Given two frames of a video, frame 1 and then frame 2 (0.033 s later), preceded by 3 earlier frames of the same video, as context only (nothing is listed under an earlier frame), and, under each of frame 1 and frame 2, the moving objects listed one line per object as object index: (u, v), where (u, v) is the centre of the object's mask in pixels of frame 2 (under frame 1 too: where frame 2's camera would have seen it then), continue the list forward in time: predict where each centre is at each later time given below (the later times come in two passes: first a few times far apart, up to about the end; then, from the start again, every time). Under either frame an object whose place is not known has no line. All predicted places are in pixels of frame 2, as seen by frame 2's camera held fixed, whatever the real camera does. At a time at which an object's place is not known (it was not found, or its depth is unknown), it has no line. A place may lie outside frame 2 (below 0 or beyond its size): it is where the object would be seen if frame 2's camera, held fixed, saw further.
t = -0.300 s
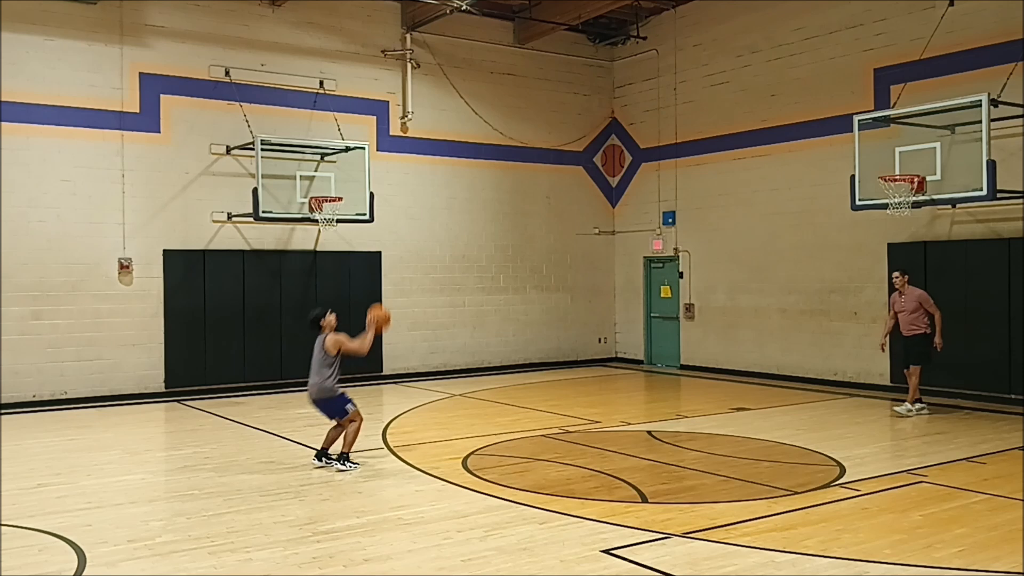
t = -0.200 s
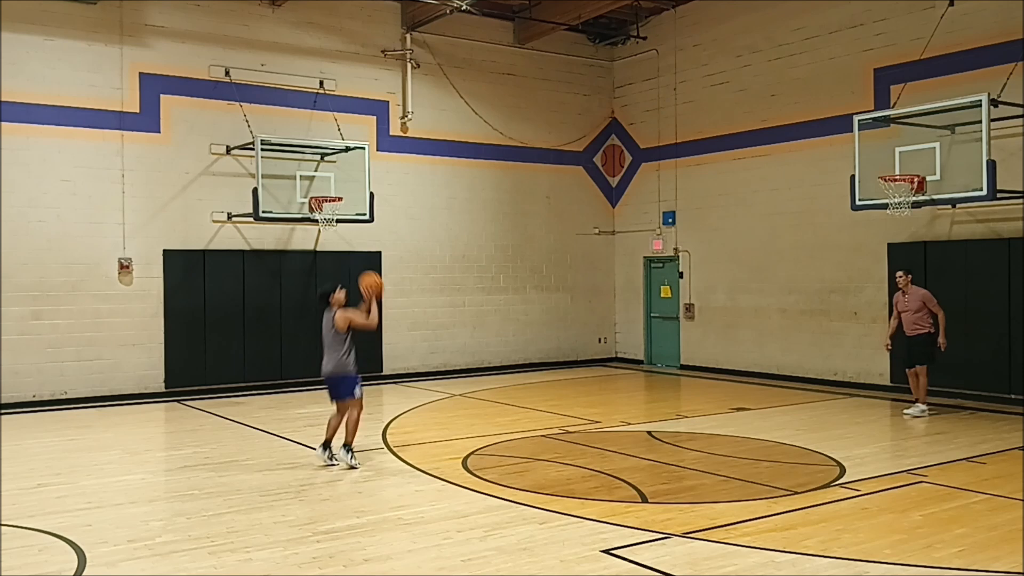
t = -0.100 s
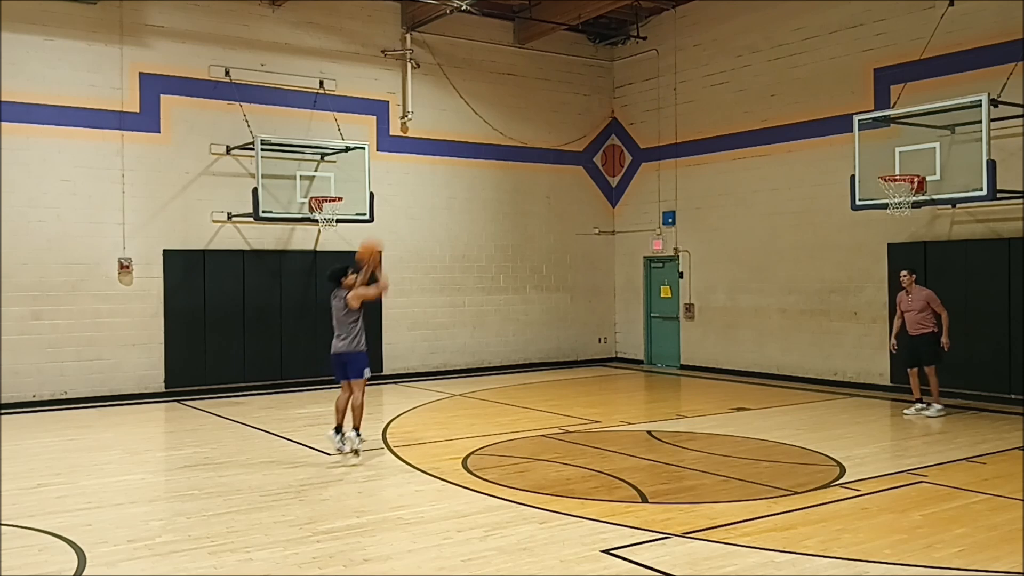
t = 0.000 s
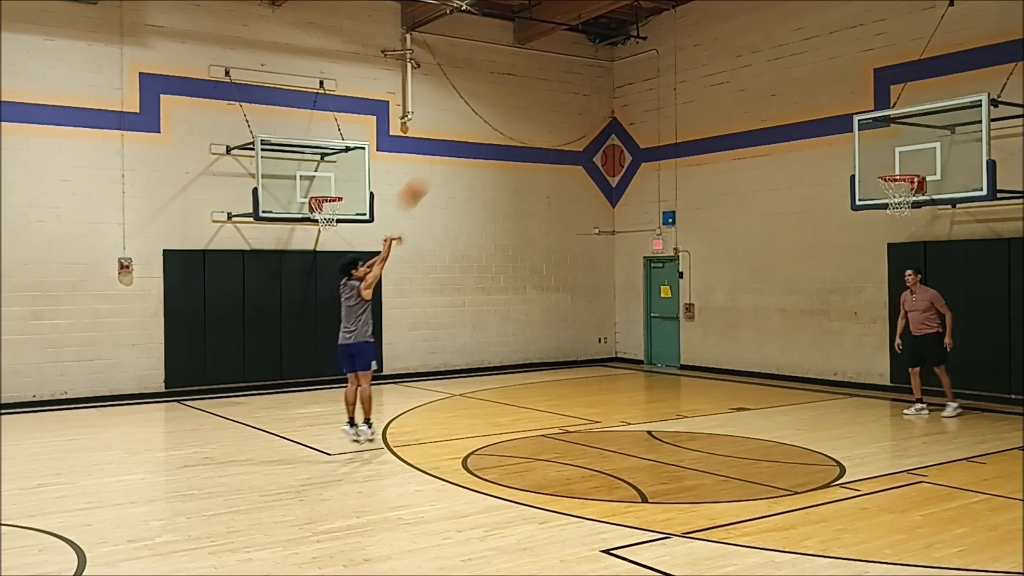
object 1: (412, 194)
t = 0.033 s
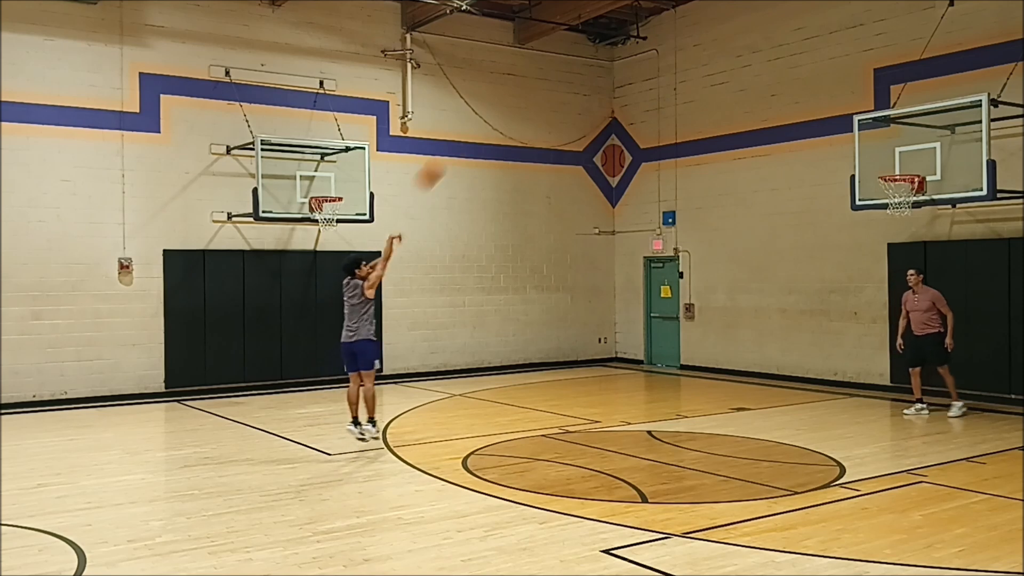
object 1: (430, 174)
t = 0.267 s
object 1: (545, 76)
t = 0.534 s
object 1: (664, 30)
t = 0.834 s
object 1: (779, 59)
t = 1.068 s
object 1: (865, 129)
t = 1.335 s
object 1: (895, 167)
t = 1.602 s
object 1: (929, 153)
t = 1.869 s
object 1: (946, 194)
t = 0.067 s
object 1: (449, 155)
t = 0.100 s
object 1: (462, 143)
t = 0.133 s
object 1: (480, 127)
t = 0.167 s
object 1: (497, 111)
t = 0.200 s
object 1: (513, 98)
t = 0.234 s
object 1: (530, 85)
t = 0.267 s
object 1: (545, 76)
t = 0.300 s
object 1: (560, 67)
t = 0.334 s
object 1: (576, 58)
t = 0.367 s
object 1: (591, 52)
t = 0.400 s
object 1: (605, 46)
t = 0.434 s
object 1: (620, 39)
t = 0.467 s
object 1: (634, 36)
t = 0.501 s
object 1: (648, 32)
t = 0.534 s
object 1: (664, 30)
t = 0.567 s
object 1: (676, 30)
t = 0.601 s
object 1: (691, 31)
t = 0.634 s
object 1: (703, 32)
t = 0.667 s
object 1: (716, 35)
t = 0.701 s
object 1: (728, 37)
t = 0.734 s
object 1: (742, 42)
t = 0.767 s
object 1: (753, 46)
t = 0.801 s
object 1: (766, 52)
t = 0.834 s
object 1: (779, 59)
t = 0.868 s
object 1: (792, 66)
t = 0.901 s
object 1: (804, 74)
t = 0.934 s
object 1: (816, 84)
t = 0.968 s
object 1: (827, 93)
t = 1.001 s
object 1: (839, 103)
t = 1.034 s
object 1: (849, 115)
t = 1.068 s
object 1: (865, 129)
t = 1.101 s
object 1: (874, 141)
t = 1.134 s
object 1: (886, 157)
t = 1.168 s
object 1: (898, 168)
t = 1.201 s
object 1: (903, 171)
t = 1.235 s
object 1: (904, 171)
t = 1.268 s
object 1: (896, 170)
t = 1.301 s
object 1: (890, 170)
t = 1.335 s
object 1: (895, 167)
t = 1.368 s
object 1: (900, 163)
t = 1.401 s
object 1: (907, 160)
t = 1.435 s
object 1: (911, 156)
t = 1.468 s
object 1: (918, 155)
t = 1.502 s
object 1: (923, 153)
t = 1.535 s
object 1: (926, 152)
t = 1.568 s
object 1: (927, 152)
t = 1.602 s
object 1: (929, 153)
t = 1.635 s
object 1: (932, 155)
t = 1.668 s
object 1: (933, 157)
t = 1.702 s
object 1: (935, 160)
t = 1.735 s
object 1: (937, 165)
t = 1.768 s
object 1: (939, 171)
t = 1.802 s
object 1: (941, 177)
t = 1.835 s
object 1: (943, 185)
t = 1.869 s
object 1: (946, 194)
